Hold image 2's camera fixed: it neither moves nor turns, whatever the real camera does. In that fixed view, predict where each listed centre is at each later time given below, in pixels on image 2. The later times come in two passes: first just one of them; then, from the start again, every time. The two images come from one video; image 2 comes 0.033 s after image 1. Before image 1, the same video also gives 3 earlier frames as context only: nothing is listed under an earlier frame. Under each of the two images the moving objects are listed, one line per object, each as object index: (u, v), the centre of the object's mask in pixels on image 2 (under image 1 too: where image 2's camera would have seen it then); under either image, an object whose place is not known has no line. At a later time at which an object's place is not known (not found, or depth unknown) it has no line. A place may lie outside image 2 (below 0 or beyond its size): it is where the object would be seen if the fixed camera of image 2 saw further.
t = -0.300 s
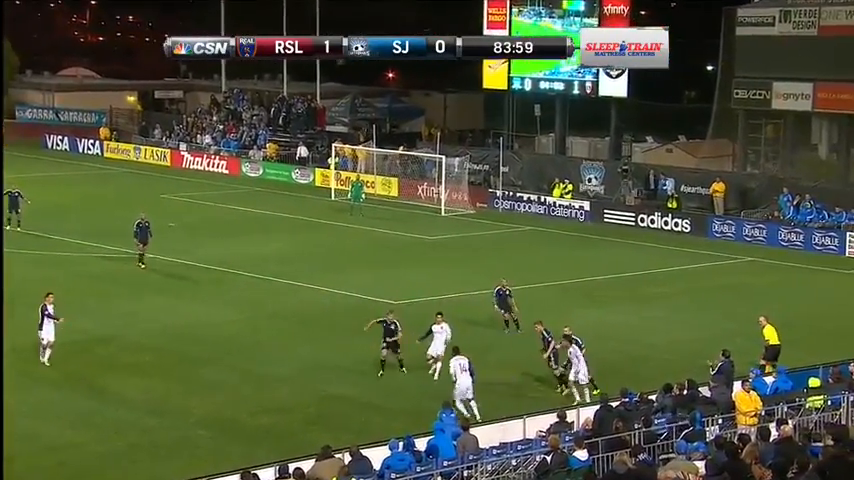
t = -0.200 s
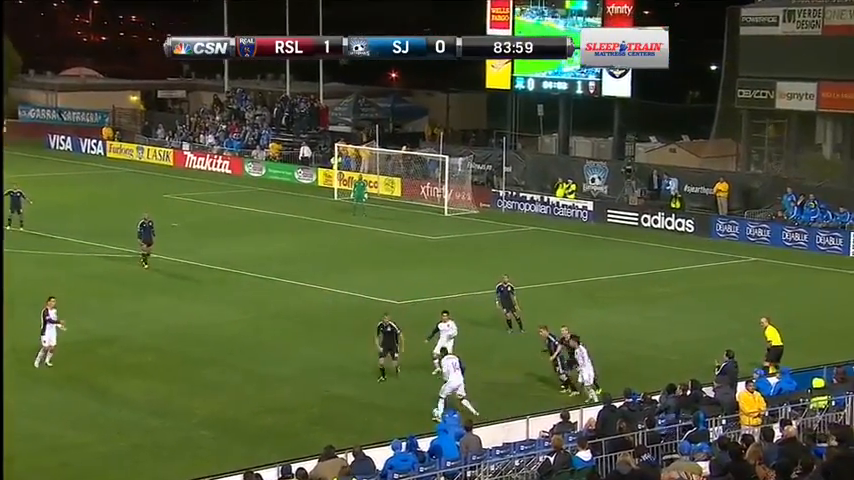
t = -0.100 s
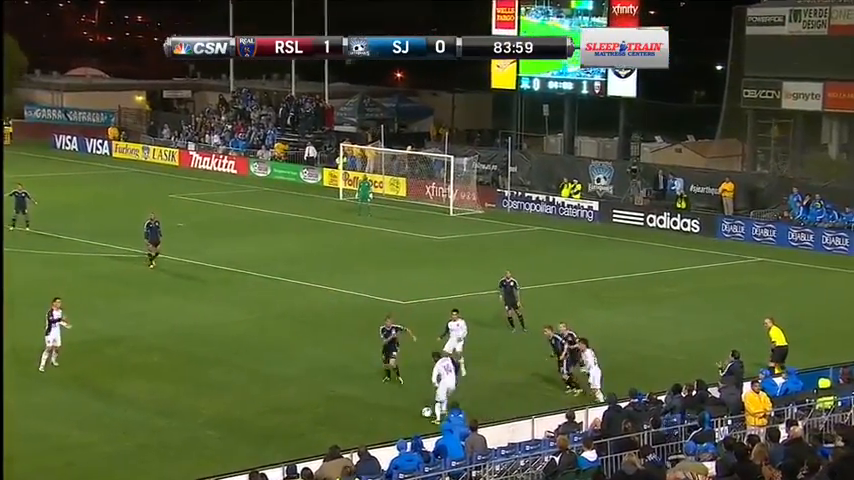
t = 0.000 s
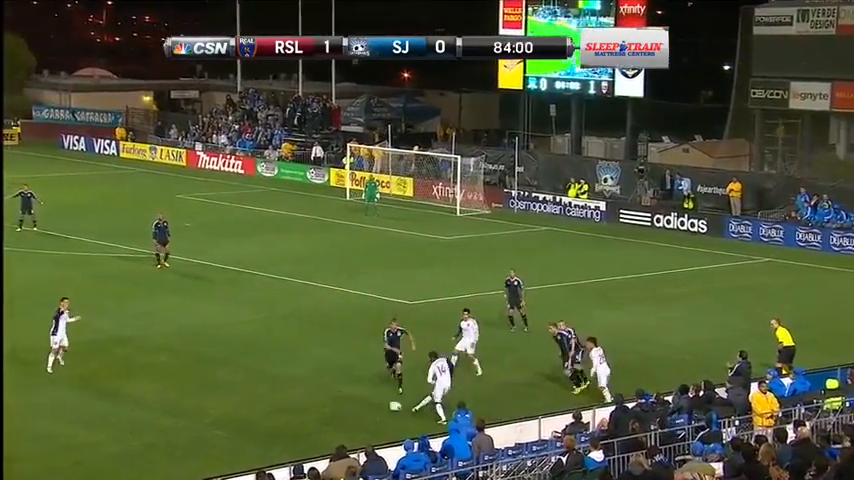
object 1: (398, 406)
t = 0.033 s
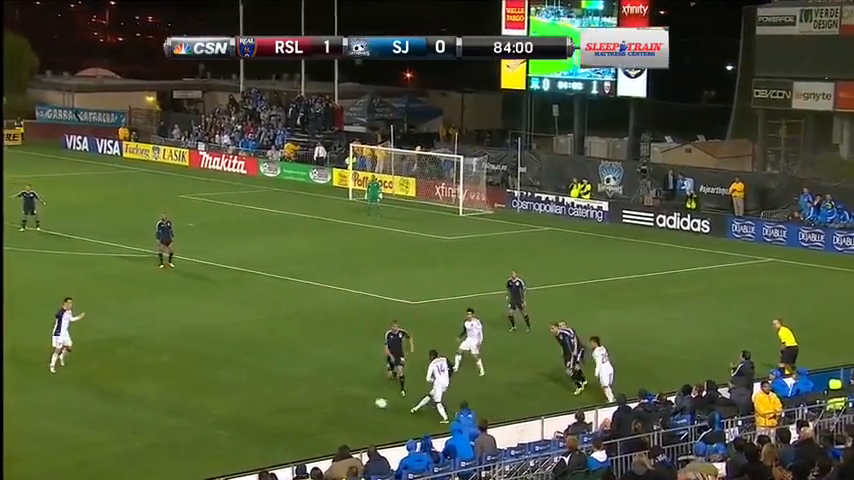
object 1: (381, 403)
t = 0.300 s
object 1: (258, 387)
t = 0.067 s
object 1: (364, 401)
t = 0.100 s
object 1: (348, 399)
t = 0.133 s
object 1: (332, 398)
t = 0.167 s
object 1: (315, 397)
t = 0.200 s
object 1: (301, 394)
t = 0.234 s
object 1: (286, 391)
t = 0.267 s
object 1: (272, 389)
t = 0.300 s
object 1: (258, 387)
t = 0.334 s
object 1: (244, 385)
